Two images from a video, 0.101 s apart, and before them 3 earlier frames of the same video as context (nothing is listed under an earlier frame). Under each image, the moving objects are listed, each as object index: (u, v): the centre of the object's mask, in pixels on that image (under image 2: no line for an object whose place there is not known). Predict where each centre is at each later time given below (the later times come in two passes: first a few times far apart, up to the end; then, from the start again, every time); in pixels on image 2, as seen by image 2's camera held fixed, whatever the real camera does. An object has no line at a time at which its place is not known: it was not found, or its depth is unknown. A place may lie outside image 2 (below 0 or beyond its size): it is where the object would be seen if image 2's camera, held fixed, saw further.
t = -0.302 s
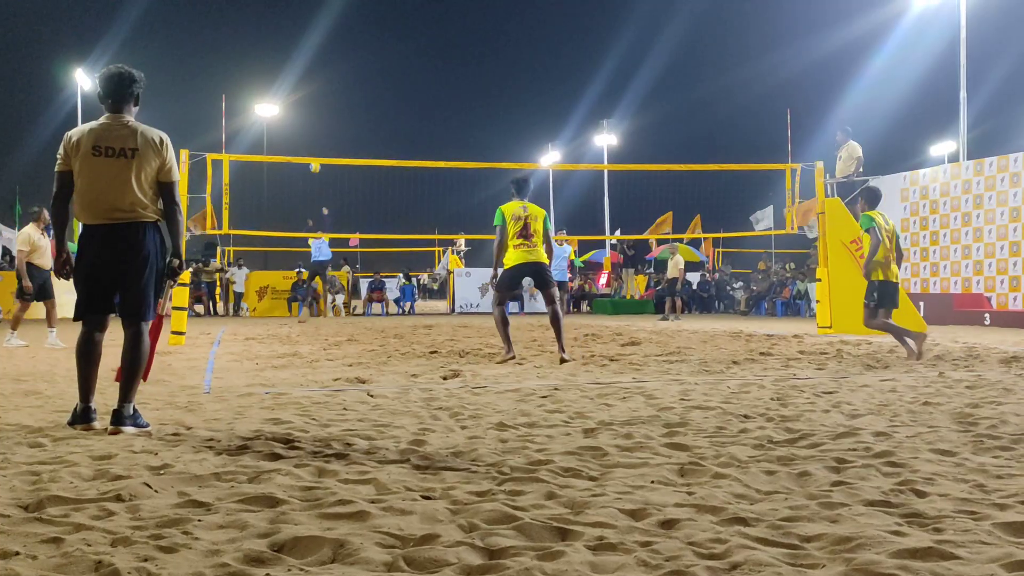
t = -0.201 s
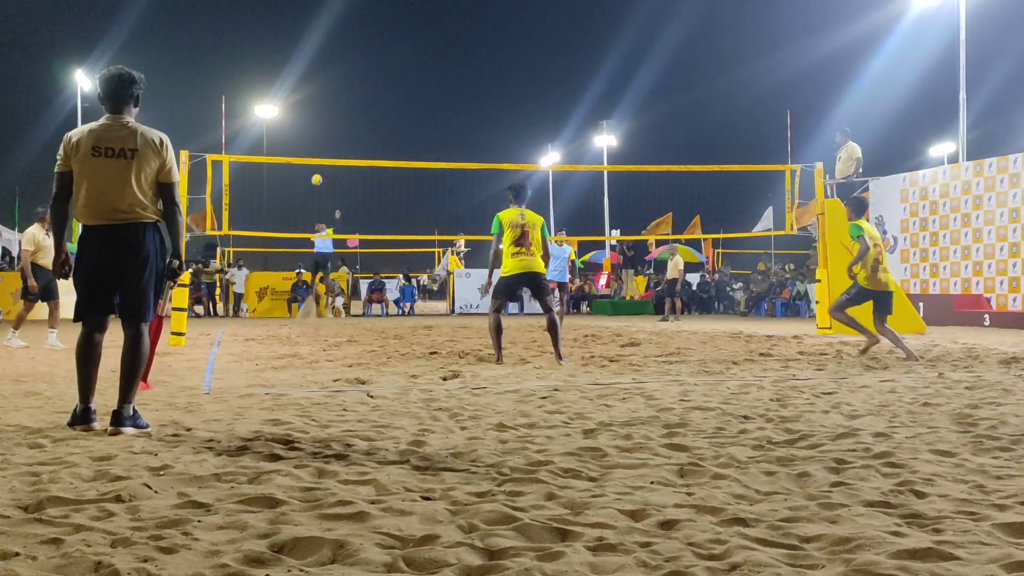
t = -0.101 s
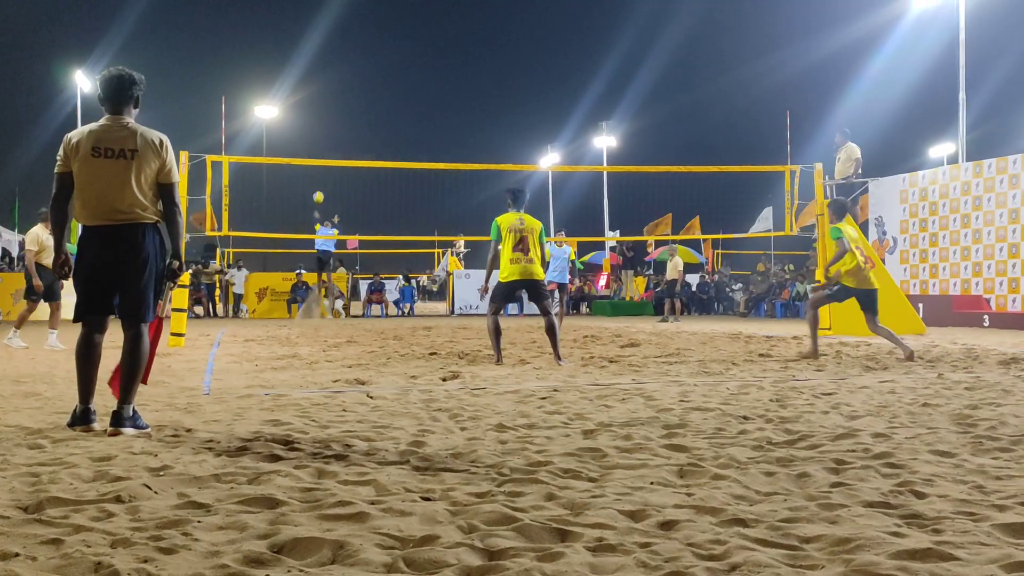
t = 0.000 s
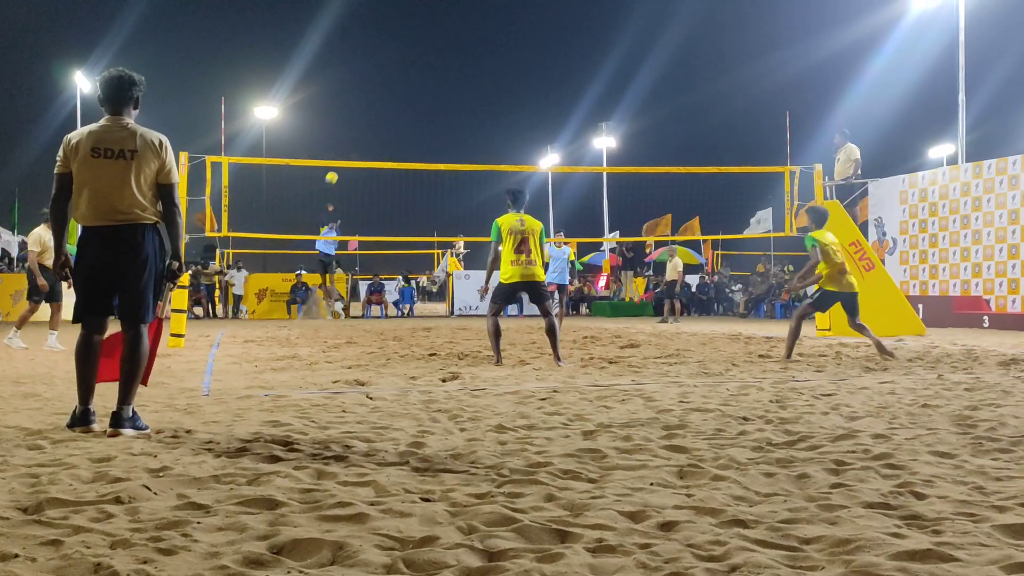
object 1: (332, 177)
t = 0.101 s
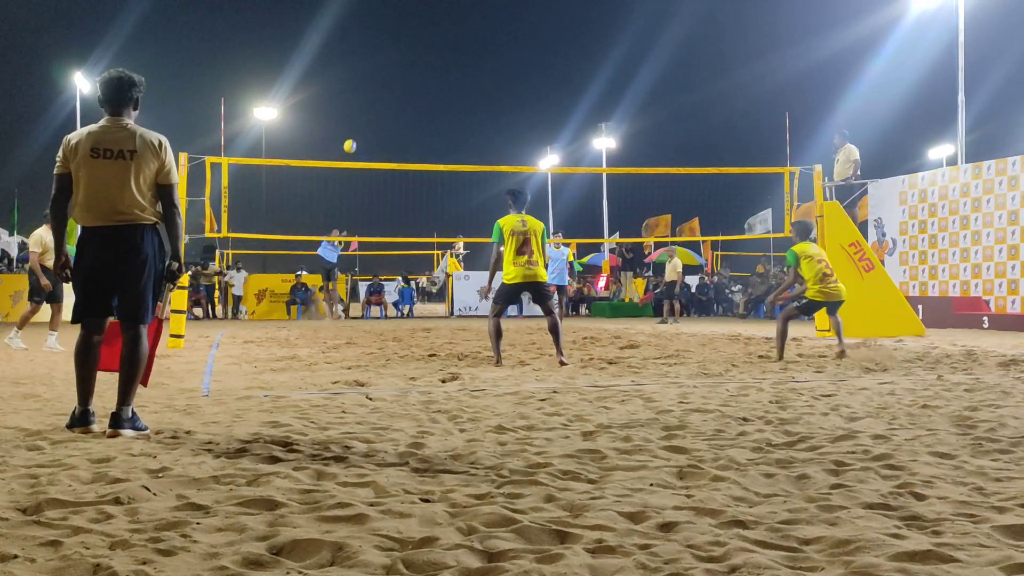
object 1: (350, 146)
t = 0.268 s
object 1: (388, 104)
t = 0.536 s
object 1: (476, 78)
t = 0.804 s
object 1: (604, 129)
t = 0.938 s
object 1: (688, 195)
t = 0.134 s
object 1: (357, 137)
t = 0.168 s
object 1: (364, 127)
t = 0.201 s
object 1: (372, 119)
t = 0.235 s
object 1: (380, 111)
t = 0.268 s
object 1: (388, 104)
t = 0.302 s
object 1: (398, 98)
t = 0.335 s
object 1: (407, 92)
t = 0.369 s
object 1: (416, 87)
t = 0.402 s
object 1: (427, 83)
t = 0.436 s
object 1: (438, 80)
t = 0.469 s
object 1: (450, 79)
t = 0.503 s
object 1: (463, 78)
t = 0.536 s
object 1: (476, 78)
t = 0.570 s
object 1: (489, 79)
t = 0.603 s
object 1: (504, 82)
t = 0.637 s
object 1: (518, 86)
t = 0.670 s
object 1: (533, 91)
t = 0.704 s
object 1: (550, 99)
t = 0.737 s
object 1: (567, 107)
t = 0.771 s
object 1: (585, 117)
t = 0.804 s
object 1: (604, 129)
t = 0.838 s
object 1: (624, 143)
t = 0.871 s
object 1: (643, 157)
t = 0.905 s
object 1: (665, 175)
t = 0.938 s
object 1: (688, 195)
